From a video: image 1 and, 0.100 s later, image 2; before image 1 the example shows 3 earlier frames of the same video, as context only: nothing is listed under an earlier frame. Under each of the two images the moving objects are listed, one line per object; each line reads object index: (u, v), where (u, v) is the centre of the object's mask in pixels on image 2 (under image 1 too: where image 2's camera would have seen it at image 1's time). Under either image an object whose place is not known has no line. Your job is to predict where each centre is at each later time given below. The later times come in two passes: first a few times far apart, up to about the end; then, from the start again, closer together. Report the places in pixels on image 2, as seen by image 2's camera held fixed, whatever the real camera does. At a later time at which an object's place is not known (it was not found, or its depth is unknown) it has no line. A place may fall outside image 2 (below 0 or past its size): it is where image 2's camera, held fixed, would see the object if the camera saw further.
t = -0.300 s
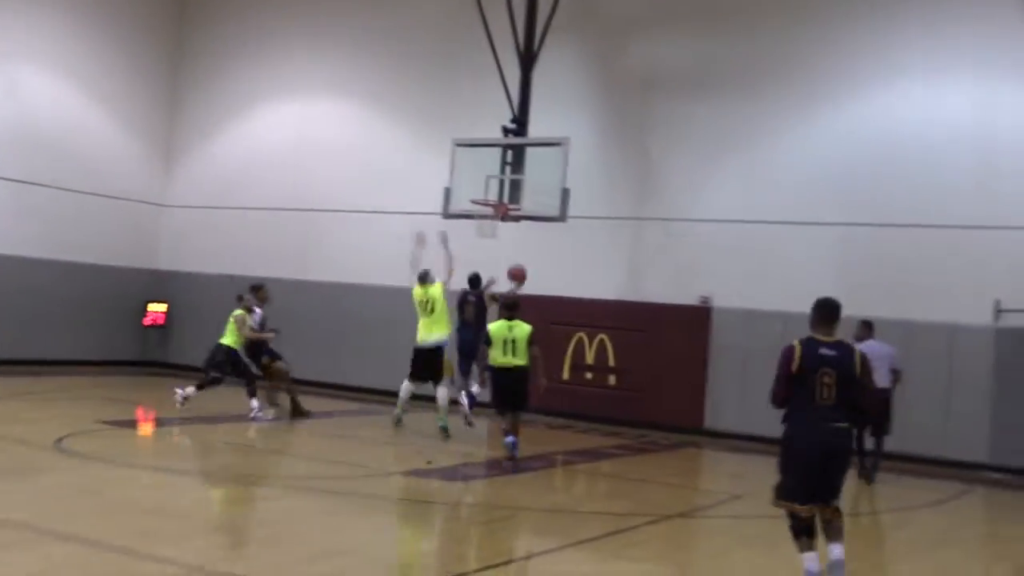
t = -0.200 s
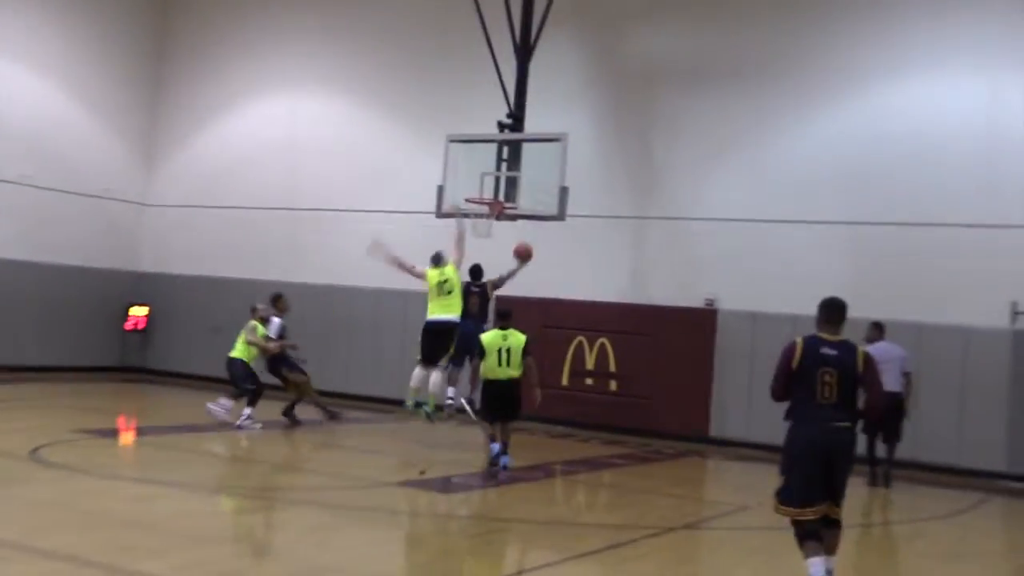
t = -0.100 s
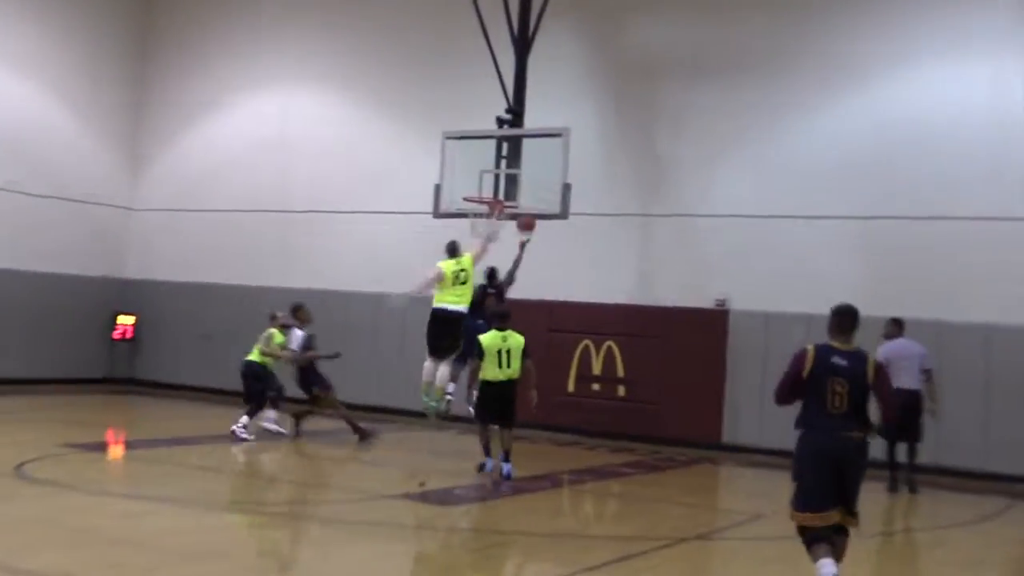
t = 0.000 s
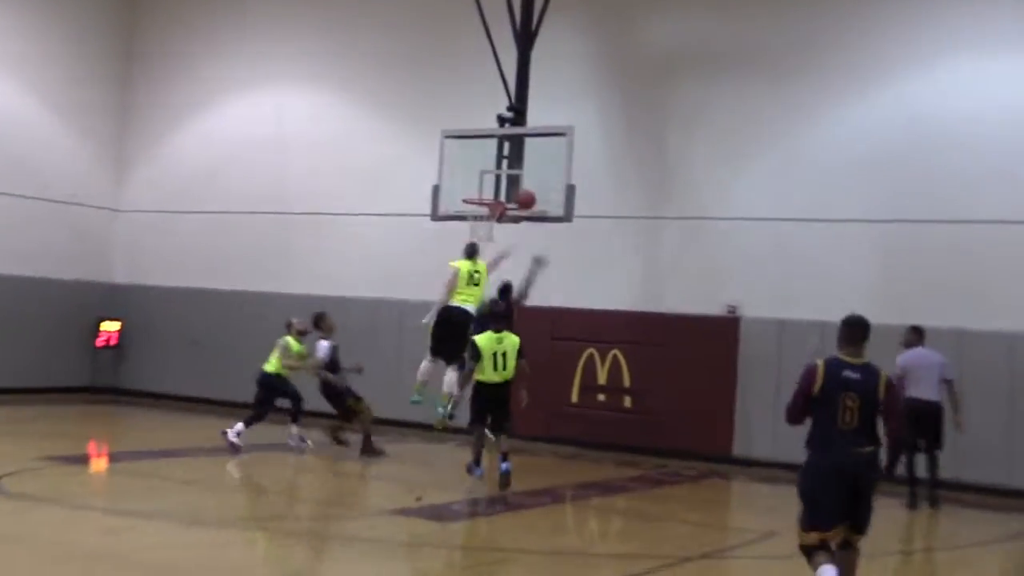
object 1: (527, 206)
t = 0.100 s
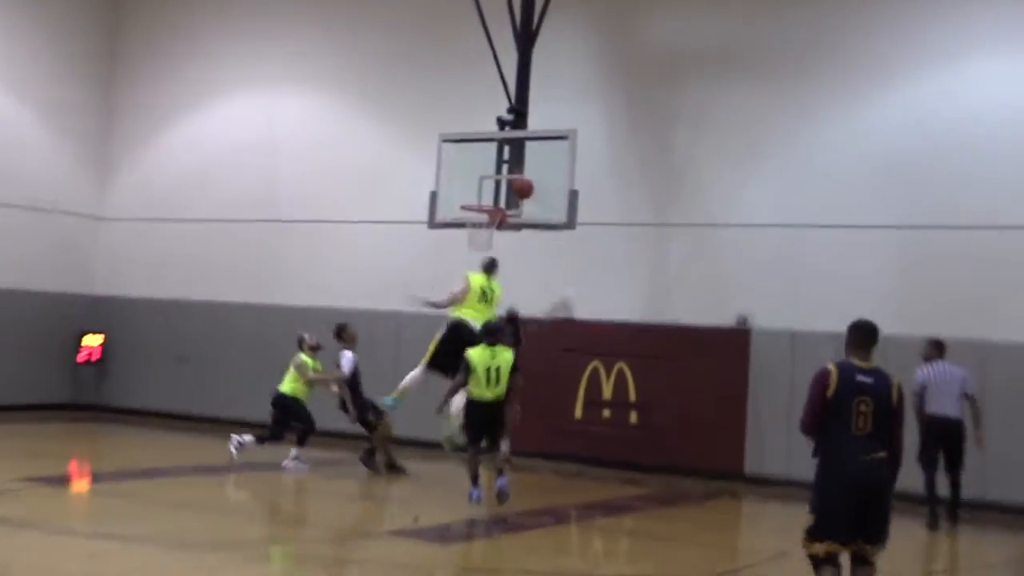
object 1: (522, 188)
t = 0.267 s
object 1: (506, 178)
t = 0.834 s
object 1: (473, 294)
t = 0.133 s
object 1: (521, 183)
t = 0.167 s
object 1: (518, 181)
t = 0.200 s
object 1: (515, 180)
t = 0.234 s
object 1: (512, 179)
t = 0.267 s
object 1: (506, 178)
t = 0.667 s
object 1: (476, 240)
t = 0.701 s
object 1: (475, 249)
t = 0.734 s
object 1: (475, 259)
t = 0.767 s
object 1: (474, 269)
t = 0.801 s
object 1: (474, 281)
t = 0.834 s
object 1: (473, 294)
